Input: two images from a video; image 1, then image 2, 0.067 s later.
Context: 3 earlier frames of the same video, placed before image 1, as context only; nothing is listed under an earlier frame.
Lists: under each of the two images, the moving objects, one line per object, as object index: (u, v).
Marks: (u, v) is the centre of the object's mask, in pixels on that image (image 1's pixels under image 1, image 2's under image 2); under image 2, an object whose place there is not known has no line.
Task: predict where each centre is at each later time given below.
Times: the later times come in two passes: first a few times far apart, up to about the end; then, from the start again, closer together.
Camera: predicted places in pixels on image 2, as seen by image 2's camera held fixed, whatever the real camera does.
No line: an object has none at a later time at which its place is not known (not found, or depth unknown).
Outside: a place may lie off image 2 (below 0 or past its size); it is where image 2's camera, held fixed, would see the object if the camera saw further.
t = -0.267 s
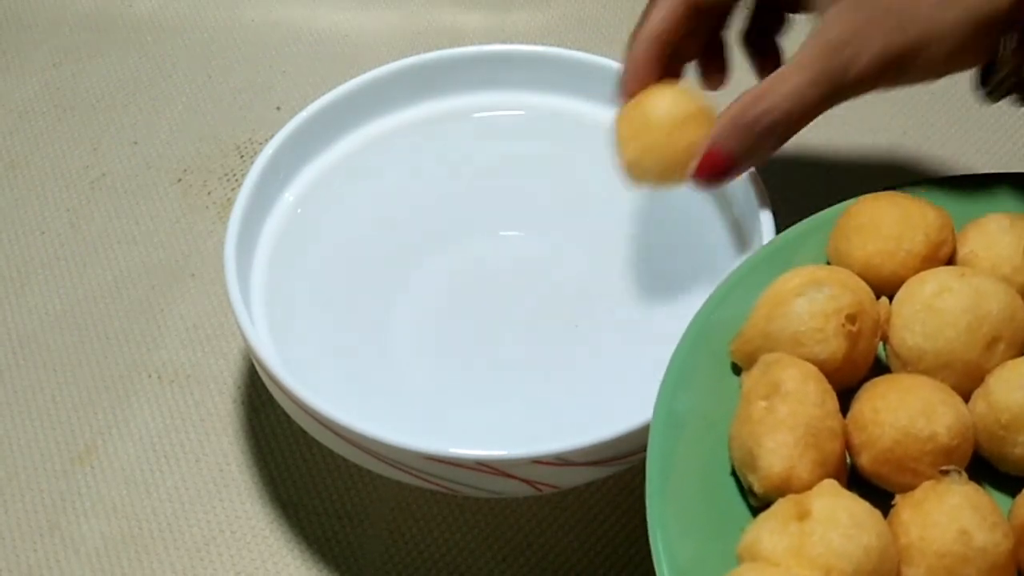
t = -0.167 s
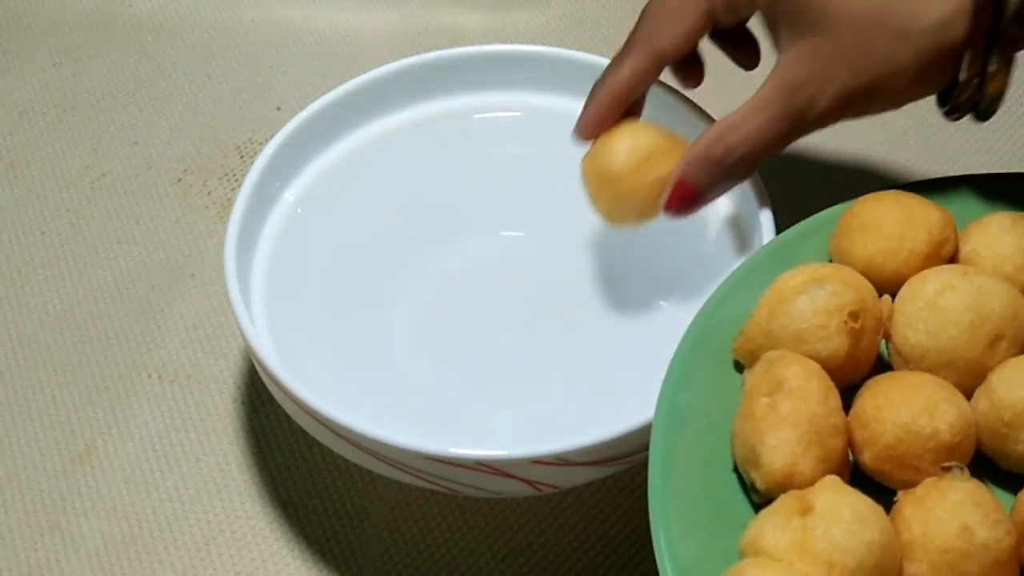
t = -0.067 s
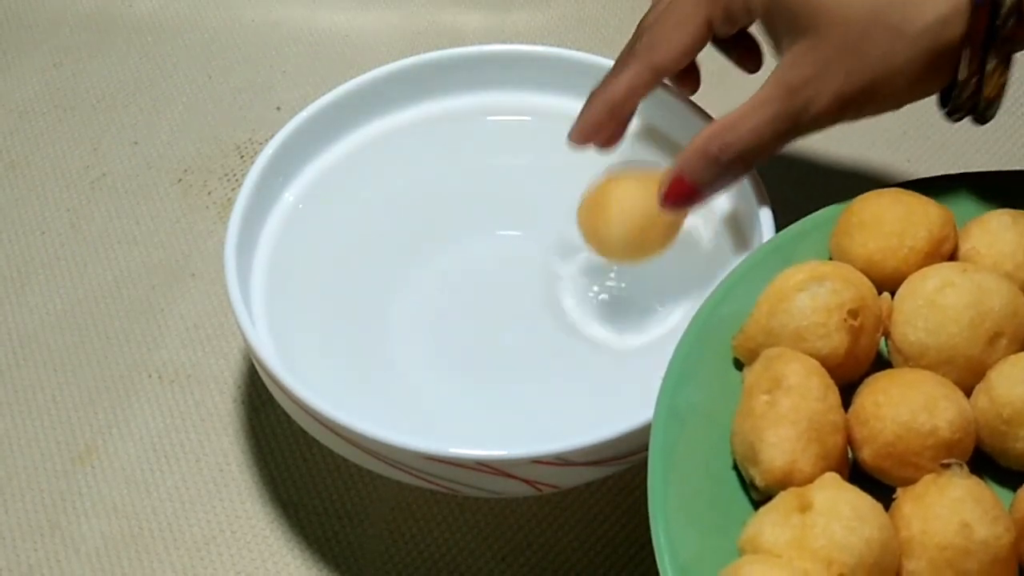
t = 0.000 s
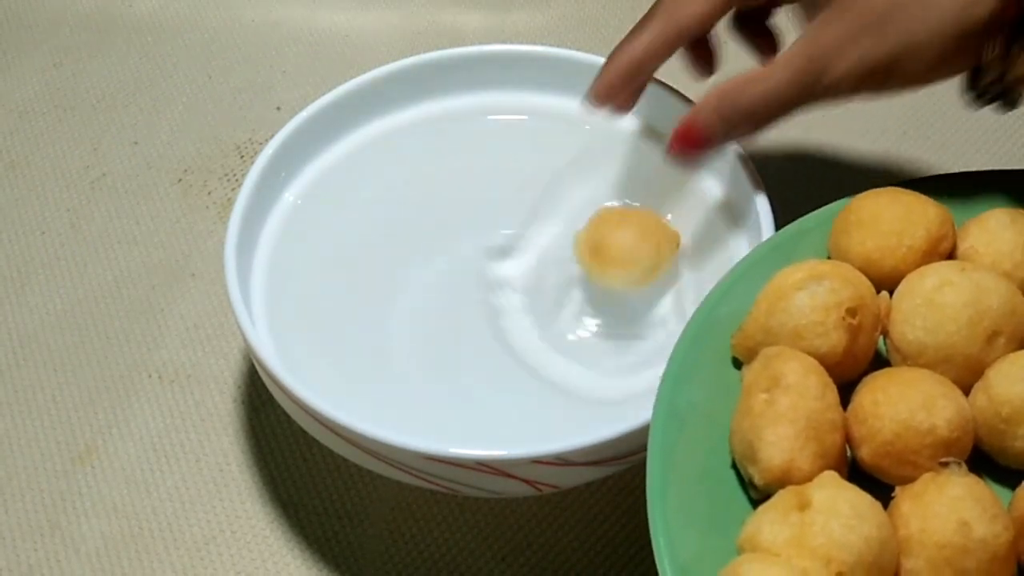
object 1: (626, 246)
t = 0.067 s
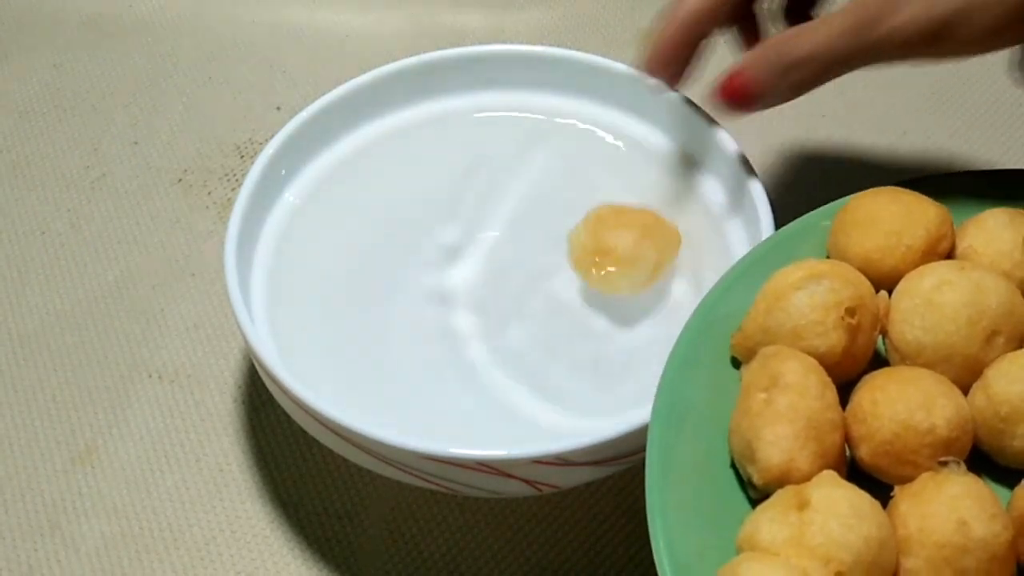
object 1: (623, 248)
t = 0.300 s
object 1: (644, 240)
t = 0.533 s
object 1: (634, 259)
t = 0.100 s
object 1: (625, 235)
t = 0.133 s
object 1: (628, 226)
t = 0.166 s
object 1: (632, 222)
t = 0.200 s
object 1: (637, 225)
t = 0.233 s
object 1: (639, 231)
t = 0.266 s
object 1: (642, 237)
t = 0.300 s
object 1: (644, 240)
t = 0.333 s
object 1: (642, 240)
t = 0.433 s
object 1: (635, 241)
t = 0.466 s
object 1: (634, 249)
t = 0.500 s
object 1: (634, 255)
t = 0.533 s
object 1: (634, 259)
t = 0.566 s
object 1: (632, 261)
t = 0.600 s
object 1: (630, 260)
